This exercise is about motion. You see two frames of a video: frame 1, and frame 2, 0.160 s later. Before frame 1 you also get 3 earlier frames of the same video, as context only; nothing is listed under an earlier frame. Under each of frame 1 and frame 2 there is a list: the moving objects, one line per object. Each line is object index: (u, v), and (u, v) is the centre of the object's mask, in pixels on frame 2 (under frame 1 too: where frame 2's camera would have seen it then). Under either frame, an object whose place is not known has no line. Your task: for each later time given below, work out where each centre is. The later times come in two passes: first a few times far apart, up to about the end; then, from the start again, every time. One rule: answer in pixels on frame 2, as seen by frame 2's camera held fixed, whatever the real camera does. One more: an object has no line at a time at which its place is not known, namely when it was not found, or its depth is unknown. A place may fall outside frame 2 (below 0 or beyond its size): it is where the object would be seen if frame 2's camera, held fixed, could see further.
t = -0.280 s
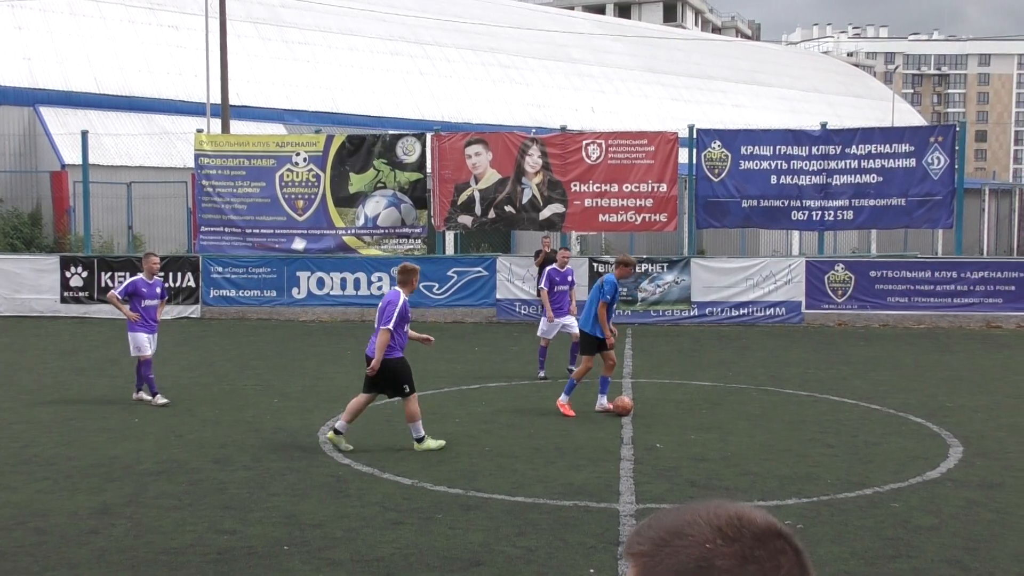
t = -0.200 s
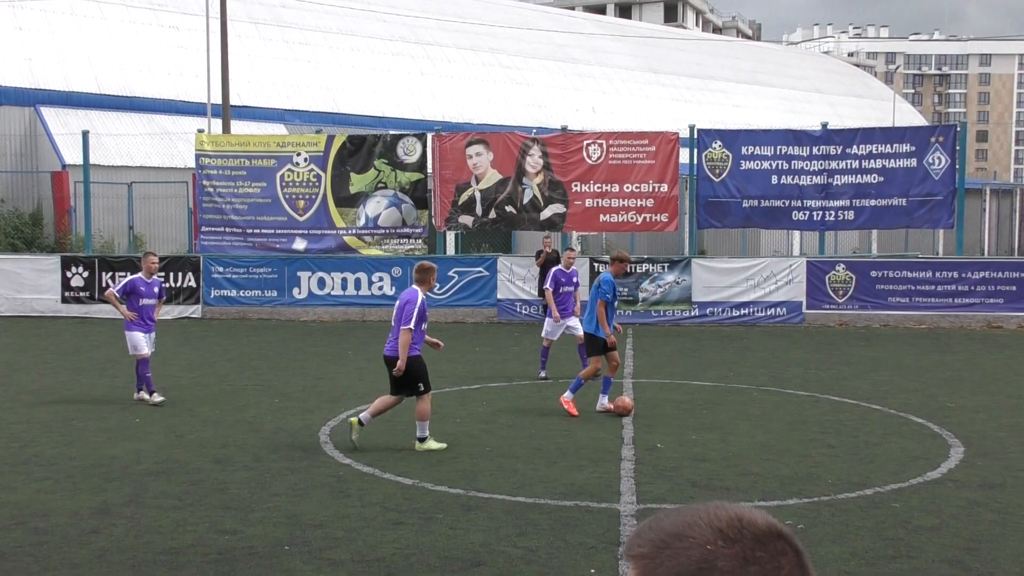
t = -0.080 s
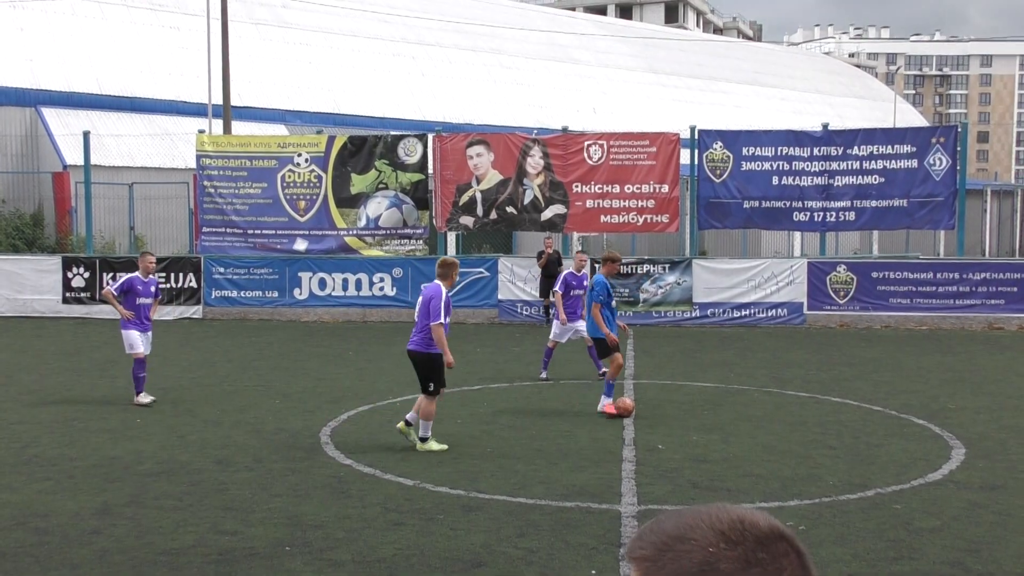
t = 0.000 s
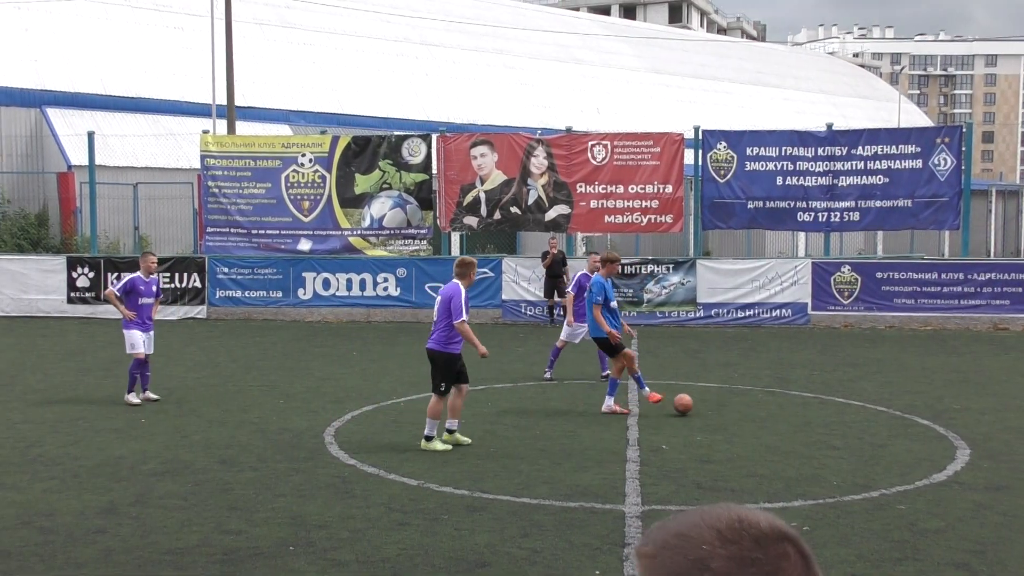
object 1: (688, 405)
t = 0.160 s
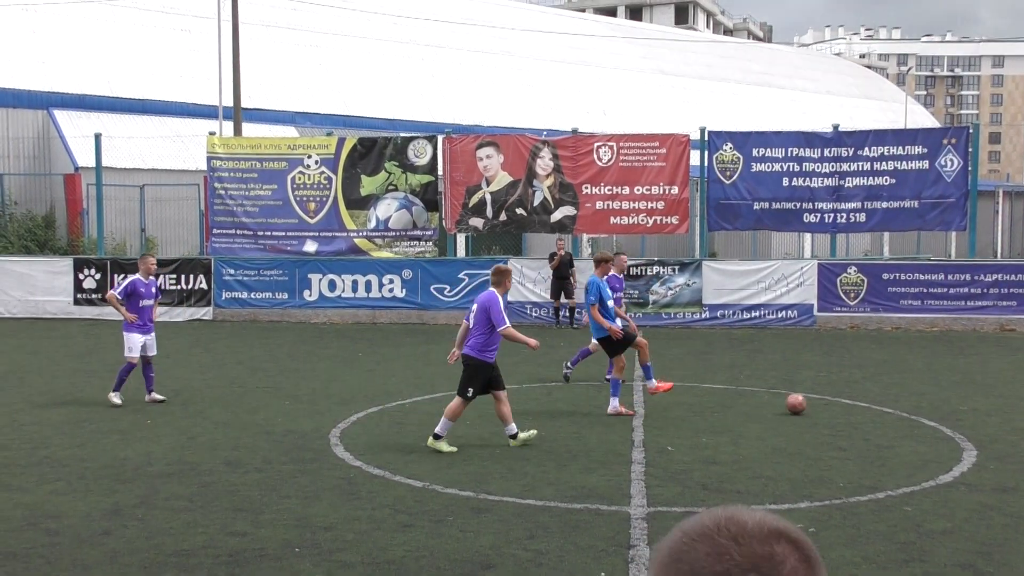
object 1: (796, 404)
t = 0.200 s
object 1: (821, 405)
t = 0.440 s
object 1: (941, 401)
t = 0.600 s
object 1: (1009, 400)
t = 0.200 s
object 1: (821, 405)
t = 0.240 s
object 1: (843, 403)
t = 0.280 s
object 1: (864, 402)
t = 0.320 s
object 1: (885, 402)
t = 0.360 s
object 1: (905, 402)
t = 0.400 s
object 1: (924, 402)
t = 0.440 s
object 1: (941, 401)
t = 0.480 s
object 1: (959, 401)
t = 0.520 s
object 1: (976, 401)
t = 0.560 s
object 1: (992, 401)
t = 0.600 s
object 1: (1009, 400)
